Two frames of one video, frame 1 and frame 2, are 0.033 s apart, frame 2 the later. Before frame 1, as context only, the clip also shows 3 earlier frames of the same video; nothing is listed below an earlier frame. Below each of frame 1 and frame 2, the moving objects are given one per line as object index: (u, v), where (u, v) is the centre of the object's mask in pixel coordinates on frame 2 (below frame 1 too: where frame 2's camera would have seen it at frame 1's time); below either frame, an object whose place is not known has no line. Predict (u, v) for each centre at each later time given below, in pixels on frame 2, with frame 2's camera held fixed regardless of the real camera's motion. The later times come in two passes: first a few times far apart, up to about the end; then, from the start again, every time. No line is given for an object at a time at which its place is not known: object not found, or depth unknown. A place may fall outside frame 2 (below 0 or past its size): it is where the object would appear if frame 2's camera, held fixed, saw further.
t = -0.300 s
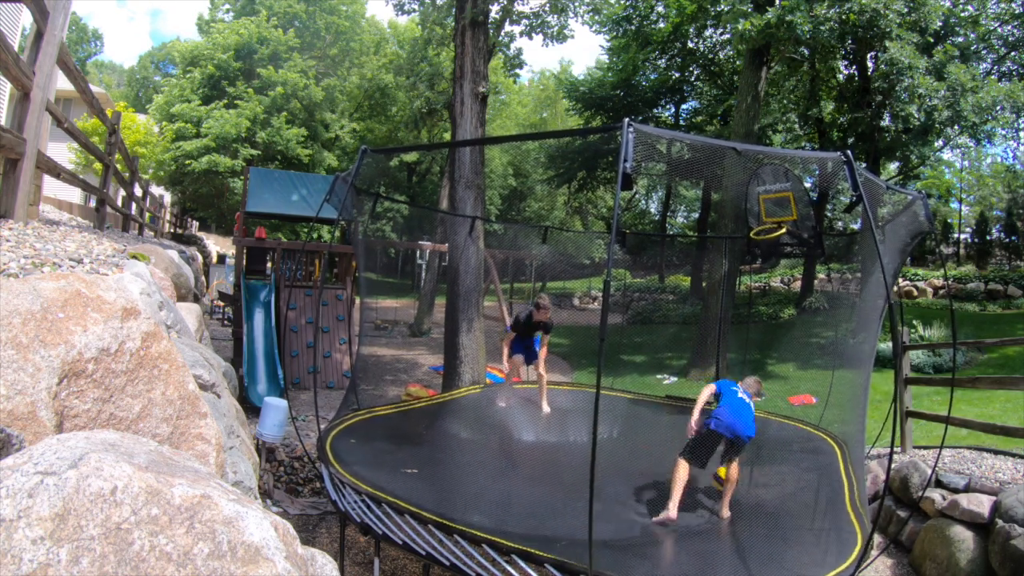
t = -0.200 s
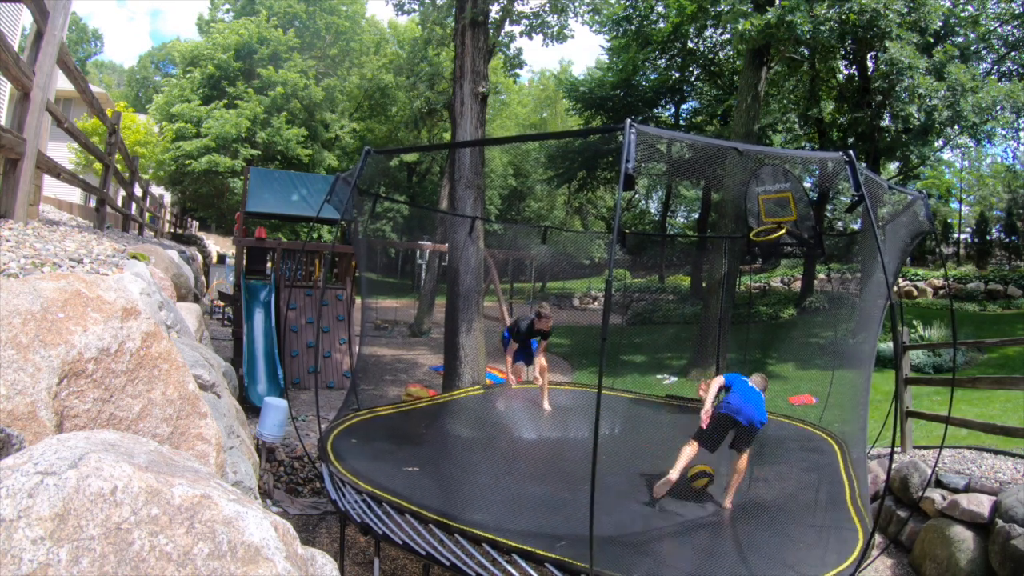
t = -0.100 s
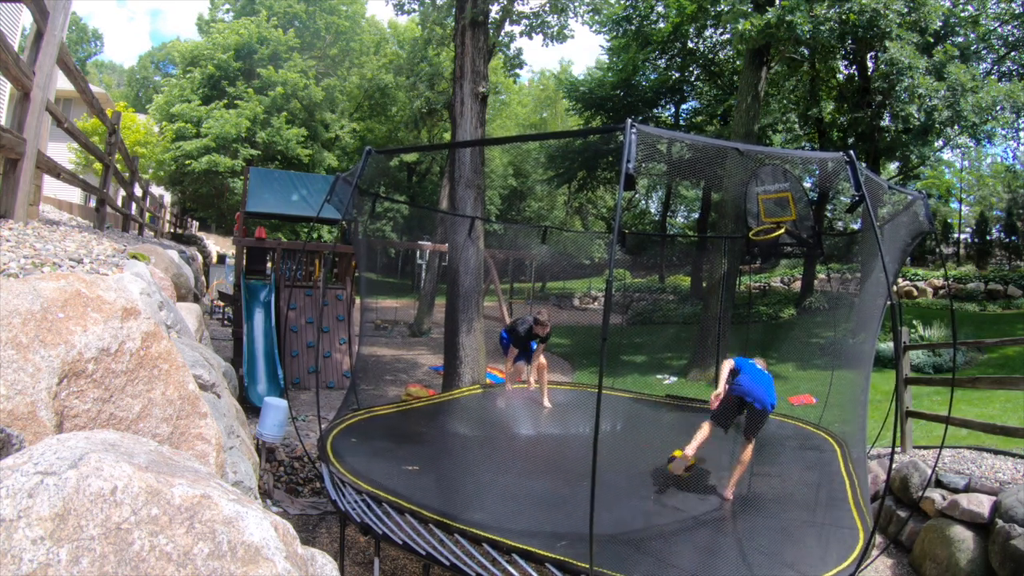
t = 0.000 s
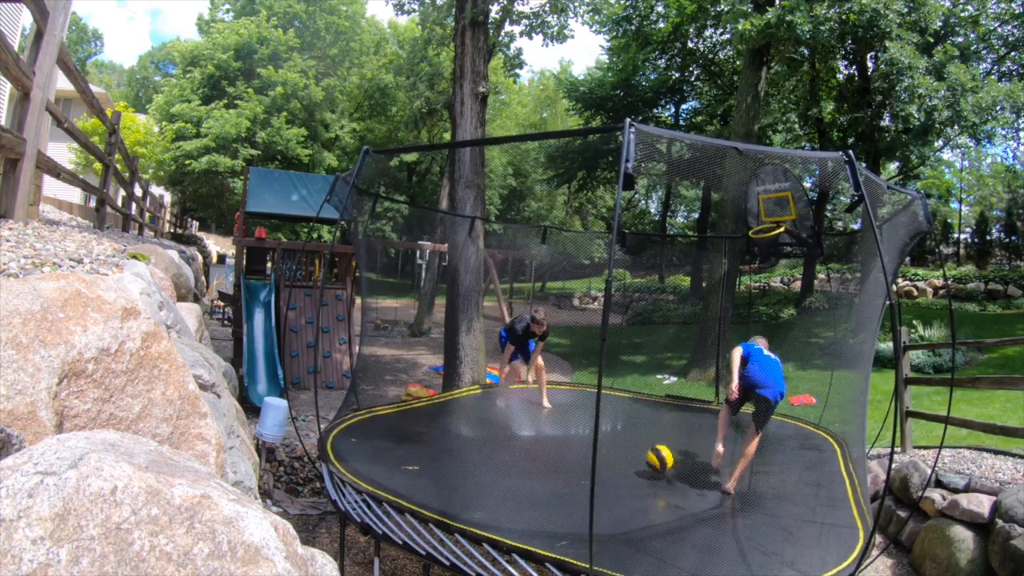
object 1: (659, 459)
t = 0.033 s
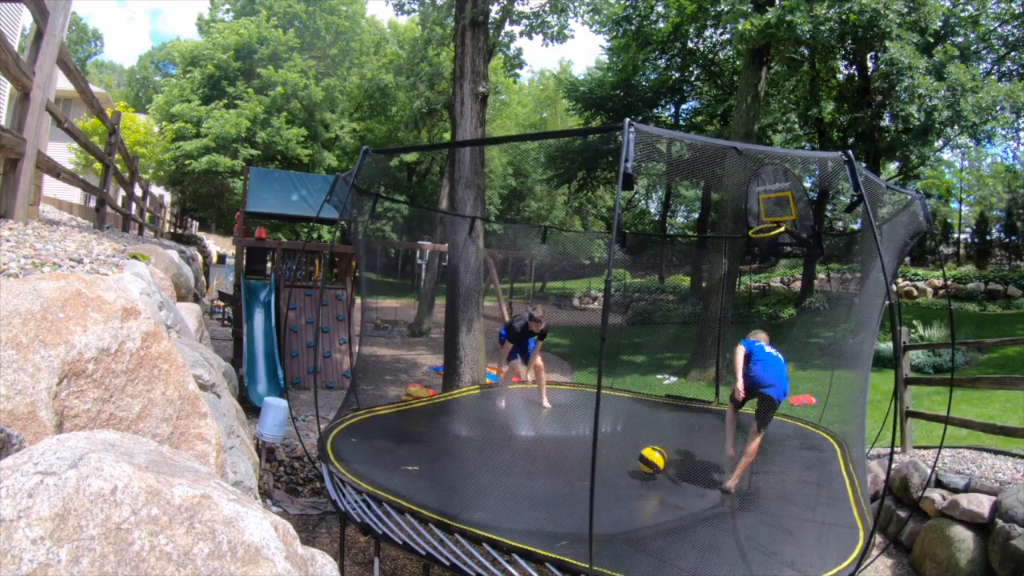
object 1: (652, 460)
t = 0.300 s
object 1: (586, 463)
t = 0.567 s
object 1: (518, 460)
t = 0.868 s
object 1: (442, 456)
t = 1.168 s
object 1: (374, 445)
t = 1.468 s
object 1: (334, 435)
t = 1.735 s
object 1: (352, 436)
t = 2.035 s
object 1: (379, 433)
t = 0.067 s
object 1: (644, 464)
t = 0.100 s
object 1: (635, 465)
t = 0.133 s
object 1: (627, 463)
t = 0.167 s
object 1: (620, 461)
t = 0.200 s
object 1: (611, 459)
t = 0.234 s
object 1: (603, 459)
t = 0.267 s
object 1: (595, 461)
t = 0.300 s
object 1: (586, 463)
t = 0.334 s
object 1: (577, 465)
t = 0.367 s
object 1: (569, 466)
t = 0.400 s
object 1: (560, 468)
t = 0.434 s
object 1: (552, 467)
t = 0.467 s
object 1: (543, 465)
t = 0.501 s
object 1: (535, 464)
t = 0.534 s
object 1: (526, 462)
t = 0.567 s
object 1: (518, 460)
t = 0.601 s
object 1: (510, 458)
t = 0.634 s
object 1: (501, 458)
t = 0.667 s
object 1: (493, 457)
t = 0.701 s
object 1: (484, 457)
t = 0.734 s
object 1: (477, 456)
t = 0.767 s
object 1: (468, 456)
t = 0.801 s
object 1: (459, 455)
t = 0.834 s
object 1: (450, 456)
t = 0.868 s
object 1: (442, 456)
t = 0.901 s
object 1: (434, 456)
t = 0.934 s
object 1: (426, 456)
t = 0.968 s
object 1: (418, 455)
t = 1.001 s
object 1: (411, 453)
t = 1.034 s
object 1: (403, 451)
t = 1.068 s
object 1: (396, 451)
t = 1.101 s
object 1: (389, 449)
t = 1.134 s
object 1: (381, 447)
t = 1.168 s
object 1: (374, 445)
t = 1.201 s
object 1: (366, 445)
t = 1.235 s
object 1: (359, 443)
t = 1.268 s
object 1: (352, 442)
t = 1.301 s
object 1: (346, 441)
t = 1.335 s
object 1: (339, 440)
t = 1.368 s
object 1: (335, 437)
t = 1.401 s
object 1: (333, 437)
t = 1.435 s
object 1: (332, 435)
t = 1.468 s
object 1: (334, 435)
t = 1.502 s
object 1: (335, 437)
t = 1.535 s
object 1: (338, 436)
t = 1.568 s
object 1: (340, 436)
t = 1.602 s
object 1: (343, 437)
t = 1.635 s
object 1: (344, 436)
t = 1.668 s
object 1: (346, 437)
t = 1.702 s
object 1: (349, 436)
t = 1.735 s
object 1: (352, 436)
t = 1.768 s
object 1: (354, 435)
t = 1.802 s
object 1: (358, 435)
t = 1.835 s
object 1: (360, 434)
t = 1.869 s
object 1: (363, 434)
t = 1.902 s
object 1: (367, 434)
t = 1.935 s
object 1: (370, 434)
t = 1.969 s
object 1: (373, 434)
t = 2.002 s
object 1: (376, 434)
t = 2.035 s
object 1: (379, 433)
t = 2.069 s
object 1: (382, 432)
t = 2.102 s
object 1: (385, 432)
